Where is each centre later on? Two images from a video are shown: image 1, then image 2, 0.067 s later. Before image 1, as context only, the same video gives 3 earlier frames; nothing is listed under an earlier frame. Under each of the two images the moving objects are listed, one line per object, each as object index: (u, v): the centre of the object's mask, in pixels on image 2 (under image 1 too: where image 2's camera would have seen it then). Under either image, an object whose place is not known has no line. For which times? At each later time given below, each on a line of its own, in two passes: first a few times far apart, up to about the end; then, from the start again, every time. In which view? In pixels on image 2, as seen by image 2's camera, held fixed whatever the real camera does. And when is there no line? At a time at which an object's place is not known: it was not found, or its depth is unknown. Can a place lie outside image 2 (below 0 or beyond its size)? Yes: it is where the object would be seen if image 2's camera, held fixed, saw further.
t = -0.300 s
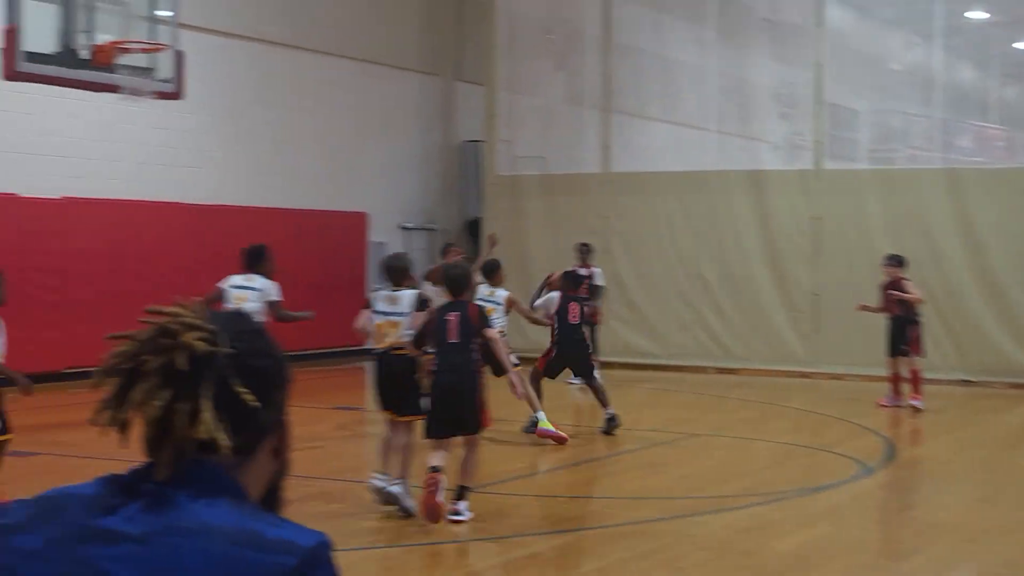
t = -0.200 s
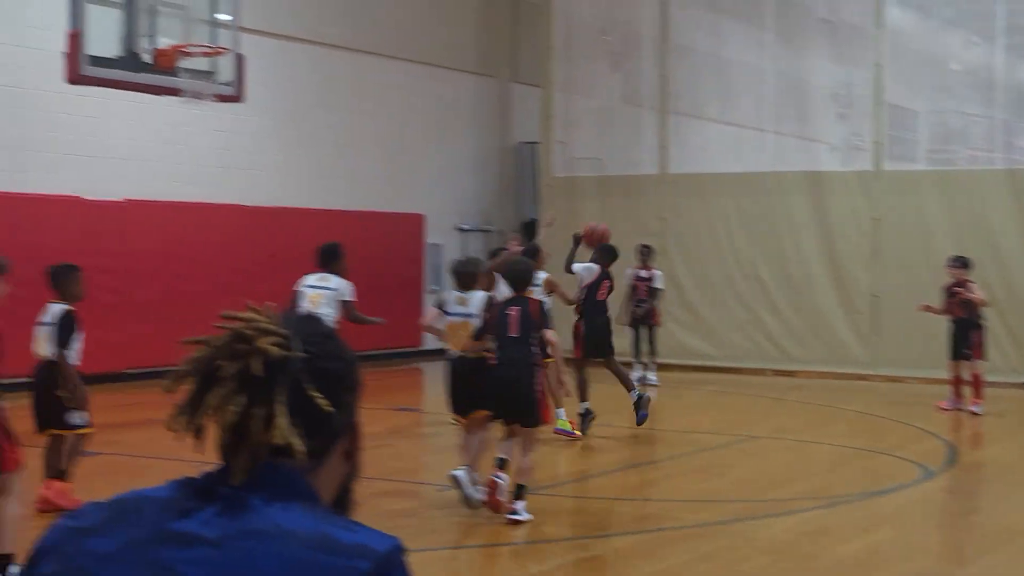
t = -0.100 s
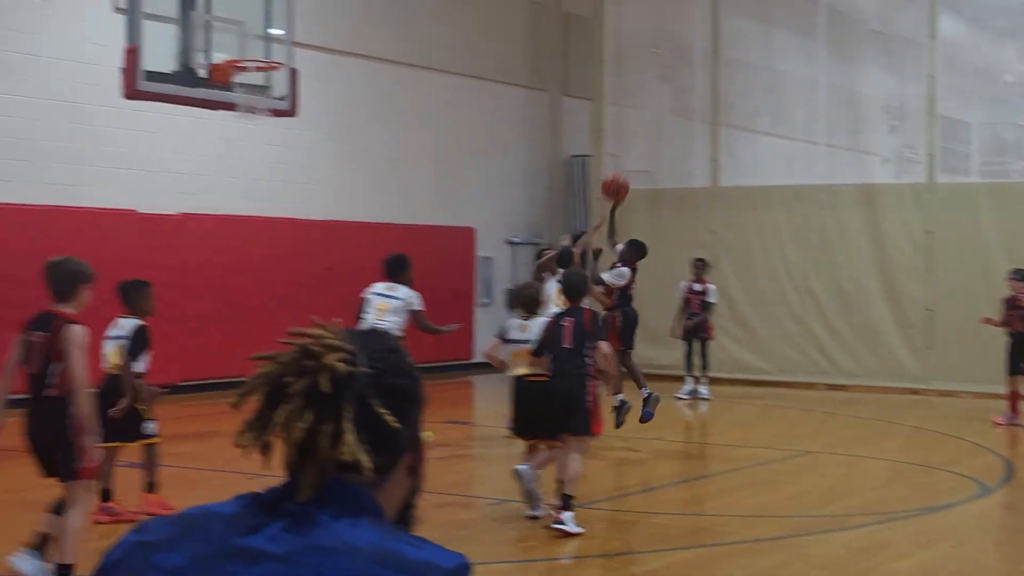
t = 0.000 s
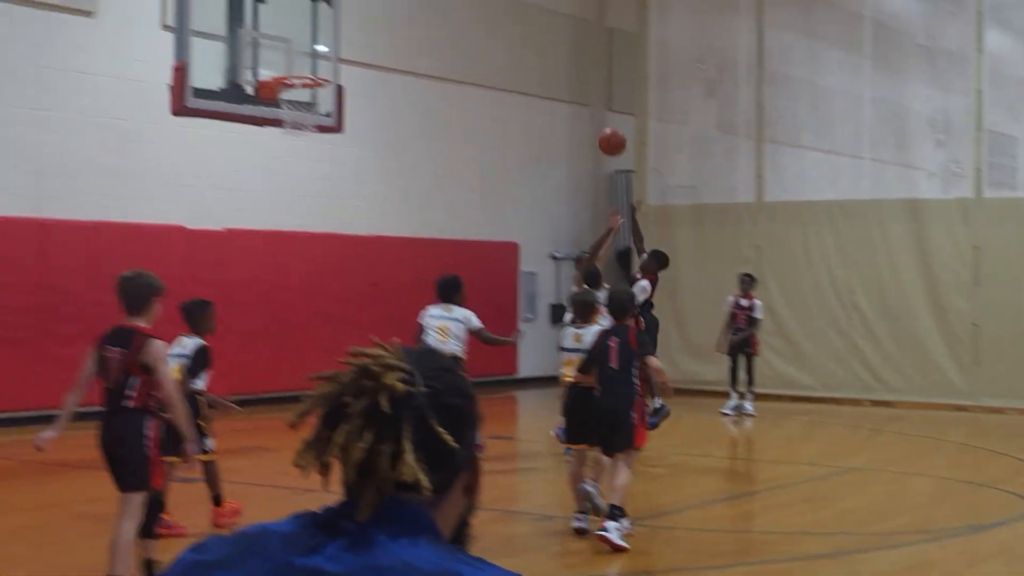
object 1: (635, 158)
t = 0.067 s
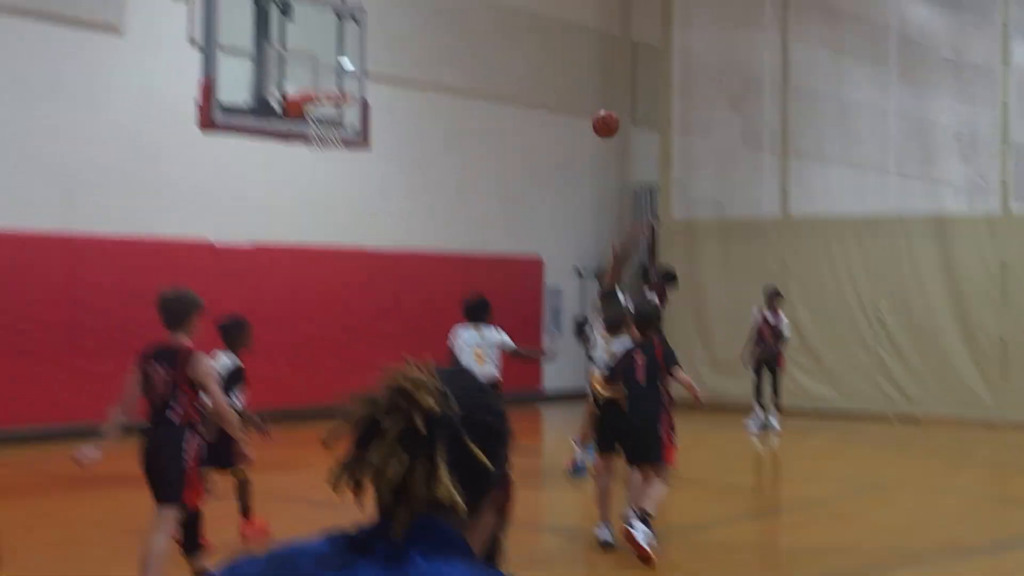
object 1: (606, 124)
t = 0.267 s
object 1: (514, 57)
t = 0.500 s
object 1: (409, 40)
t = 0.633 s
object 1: (350, 59)
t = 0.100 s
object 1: (590, 111)
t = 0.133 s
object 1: (575, 97)
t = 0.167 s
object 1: (560, 85)
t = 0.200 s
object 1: (545, 74)
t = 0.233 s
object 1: (529, 65)
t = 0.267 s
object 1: (514, 57)
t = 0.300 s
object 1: (500, 51)
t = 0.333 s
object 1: (484, 45)
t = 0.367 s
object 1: (469, 42)
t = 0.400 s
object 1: (454, 39)
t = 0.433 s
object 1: (439, 38)
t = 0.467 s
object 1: (424, 38)
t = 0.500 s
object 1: (409, 40)
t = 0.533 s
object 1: (394, 43)
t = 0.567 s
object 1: (379, 46)
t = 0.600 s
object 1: (365, 52)
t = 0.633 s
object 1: (350, 59)
